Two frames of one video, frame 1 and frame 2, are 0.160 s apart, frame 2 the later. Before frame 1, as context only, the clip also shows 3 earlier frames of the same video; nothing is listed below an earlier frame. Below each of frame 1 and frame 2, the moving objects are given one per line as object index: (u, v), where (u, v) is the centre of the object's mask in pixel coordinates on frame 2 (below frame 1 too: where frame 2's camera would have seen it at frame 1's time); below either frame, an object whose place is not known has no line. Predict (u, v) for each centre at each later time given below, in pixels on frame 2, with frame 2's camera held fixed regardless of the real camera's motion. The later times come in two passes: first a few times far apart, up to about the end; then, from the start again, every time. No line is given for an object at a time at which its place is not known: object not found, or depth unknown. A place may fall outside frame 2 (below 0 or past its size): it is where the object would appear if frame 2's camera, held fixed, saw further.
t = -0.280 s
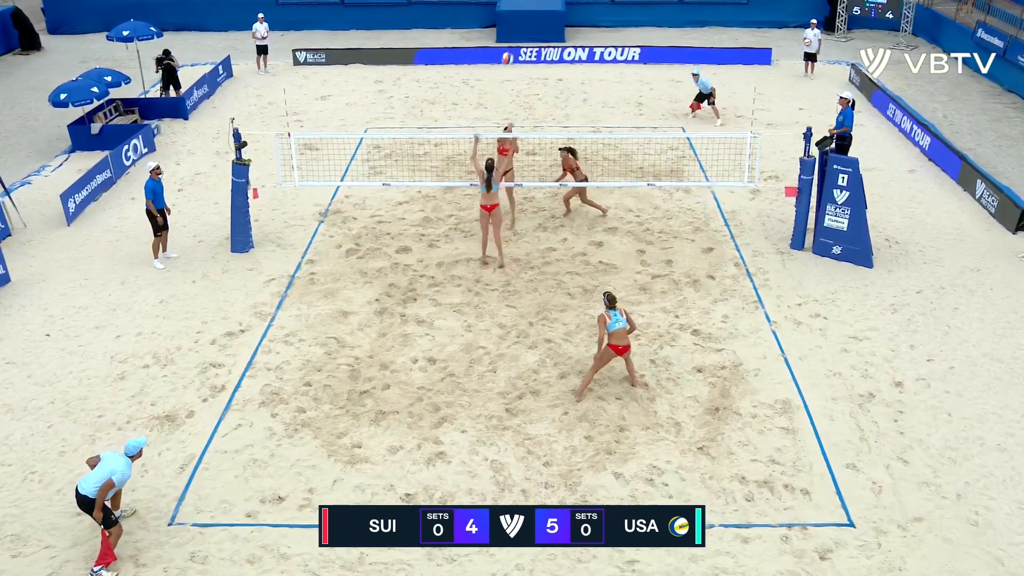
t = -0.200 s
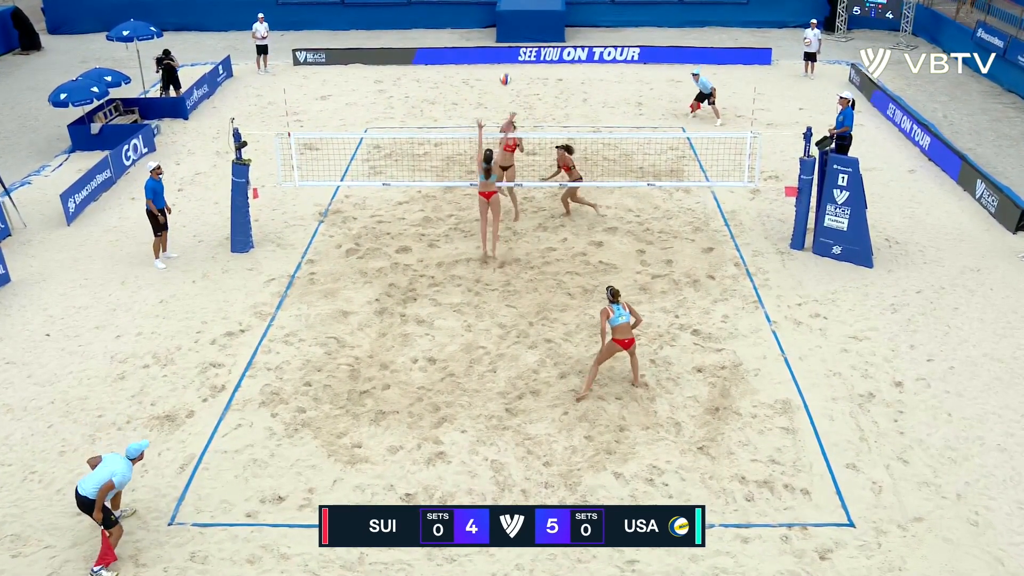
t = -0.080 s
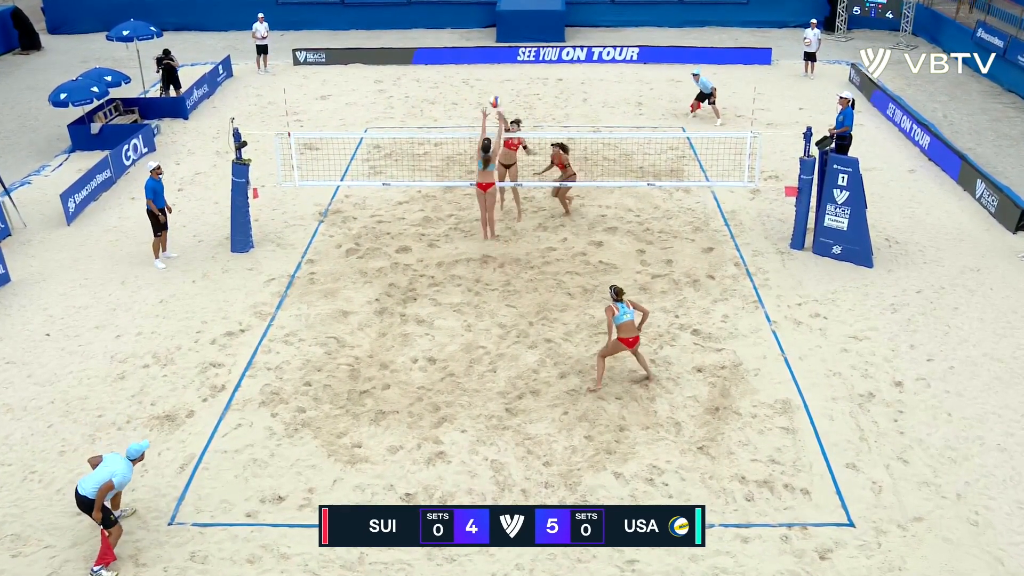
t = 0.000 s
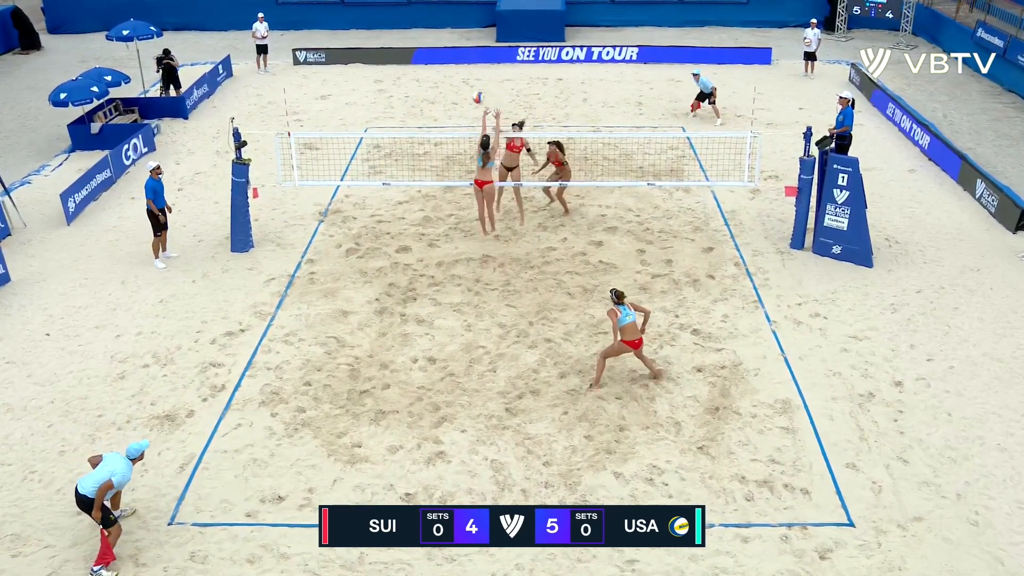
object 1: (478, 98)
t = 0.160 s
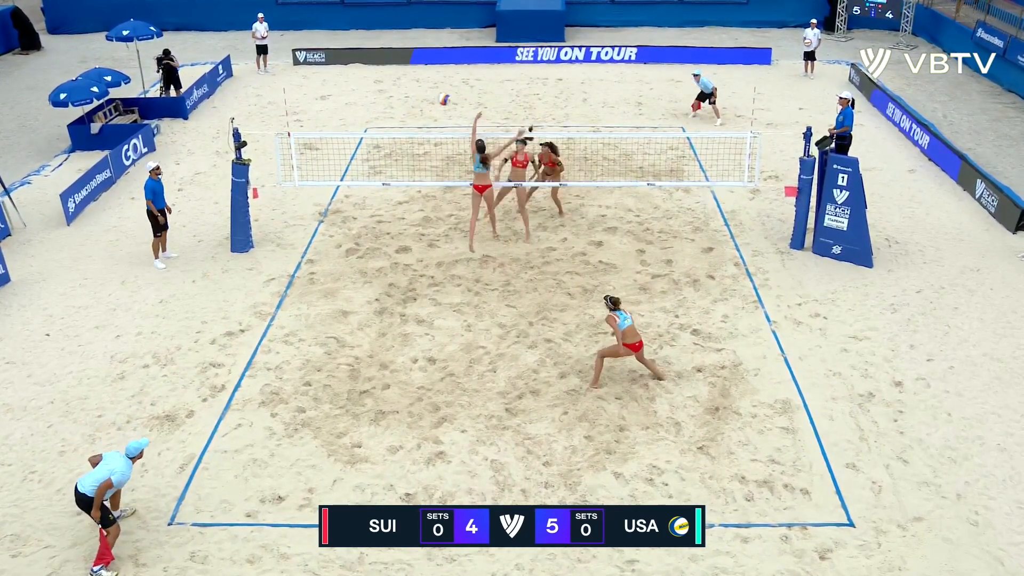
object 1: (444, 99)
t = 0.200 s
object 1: (436, 102)
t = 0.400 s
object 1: (395, 130)
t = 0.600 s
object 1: (358, 182)
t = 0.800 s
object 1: (325, 255)
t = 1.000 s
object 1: (300, 305)
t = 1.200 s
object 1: (284, 290)
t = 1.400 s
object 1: (271, 296)
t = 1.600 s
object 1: (260, 323)
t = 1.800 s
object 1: (244, 339)
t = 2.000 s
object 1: (227, 355)
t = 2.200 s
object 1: (209, 364)
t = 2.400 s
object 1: (195, 370)
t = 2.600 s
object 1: (184, 375)
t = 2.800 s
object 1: (177, 379)
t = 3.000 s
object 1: (171, 383)
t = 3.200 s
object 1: (170, 386)
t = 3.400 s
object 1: (172, 387)
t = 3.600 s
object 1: (170, 387)
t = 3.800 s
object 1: (171, 387)
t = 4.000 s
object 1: (171, 386)
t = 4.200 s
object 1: (173, 385)
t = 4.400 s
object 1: (173, 385)
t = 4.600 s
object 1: (172, 386)
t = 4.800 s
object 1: (173, 385)
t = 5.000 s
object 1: (173, 385)
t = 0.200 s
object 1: (436, 102)
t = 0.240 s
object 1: (427, 105)
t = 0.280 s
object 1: (419, 110)
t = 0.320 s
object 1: (411, 115)
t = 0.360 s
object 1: (403, 122)
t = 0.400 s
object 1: (395, 130)
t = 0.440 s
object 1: (388, 139)
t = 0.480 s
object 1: (380, 148)
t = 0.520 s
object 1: (372, 159)
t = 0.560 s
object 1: (365, 169)
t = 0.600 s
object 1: (358, 182)
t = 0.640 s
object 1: (351, 195)
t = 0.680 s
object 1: (344, 208)
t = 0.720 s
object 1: (337, 224)
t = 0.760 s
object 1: (331, 239)
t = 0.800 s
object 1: (325, 255)
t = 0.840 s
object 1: (319, 272)
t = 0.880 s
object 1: (314, 289)
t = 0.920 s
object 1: (308, 309)
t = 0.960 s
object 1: (303, 311)
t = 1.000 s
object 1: (300, 305)
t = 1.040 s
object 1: (296, 301)
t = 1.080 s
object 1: (293, 297)
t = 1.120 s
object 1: (290, 293)
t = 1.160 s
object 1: (287, 291)
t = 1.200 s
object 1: (284, 290)
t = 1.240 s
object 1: (282, 289)
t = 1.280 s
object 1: (279, 289)
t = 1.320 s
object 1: (275, 290)
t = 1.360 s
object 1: (273, 292)
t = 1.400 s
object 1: (271, 296)
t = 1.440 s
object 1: (268, 299)
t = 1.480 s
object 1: (266, 304)
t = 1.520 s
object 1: (263, 310)
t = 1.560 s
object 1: (262, 316)
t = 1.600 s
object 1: (260, 323)
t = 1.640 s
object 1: (257, 332)
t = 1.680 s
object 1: (255, 340)
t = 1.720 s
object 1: (252, 339)
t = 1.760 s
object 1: (248, 338)
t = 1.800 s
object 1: (244, 339)
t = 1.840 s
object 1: (240, 340)
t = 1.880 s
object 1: (237, 343)
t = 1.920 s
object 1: (234, 345)
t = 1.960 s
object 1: (230, 350)
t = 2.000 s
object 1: (227, 355)
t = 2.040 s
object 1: (223, 360)
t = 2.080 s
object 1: (220, 362)
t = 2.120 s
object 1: (217, 362)
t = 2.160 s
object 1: (213, 362)
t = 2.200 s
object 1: (209, 364)
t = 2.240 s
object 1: (207, 366)
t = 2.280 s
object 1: (204, 367)
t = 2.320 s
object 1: (201, 367)
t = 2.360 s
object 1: (198, 368)
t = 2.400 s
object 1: (195, 370)
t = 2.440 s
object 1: (193, 371)
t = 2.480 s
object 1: (191, 373)
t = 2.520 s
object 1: (188, 375)
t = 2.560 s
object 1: (186, 375)
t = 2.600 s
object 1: (184, 375)
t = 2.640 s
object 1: (183, 376)
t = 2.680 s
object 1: (181, 377)
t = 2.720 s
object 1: (180, 378)
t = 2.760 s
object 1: (179, 379)
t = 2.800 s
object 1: (177, 379)
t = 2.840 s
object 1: (176, 380)
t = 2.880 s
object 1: (174, 380)
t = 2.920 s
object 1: (173, 381)
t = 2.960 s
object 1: (172, 382)
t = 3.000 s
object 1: (171, 383)
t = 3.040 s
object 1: (170, 384)
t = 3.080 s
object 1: (170, 385)
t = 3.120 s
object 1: (170, 385)
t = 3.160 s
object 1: (170, 386)
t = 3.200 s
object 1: (170, 386)
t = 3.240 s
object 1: (171, 386)
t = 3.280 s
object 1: (171, 387)
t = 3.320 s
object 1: (172, 387)
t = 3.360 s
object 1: (172, 387)
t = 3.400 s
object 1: (172, 387)
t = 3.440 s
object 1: (172, 387)
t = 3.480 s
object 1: (171, 387)
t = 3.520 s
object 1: (171, 387)
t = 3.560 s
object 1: (171, 387)
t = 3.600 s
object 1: (170, 387)
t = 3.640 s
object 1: (170, 387)
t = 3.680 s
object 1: (170, 387)
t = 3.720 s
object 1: (170, 387)
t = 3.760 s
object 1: (171, 387)
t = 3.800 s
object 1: (171, 387)
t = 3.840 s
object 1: (171, 387)
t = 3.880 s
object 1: (171, 387)
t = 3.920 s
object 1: (171, 387)
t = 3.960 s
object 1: (171, 386)
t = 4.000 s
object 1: (171, 386)
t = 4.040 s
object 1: (171, 386)
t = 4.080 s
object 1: (172, 386)
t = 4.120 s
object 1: (172, 386)
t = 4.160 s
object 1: (173, 385)
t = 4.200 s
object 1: (173, 385)
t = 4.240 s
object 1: (173, 385)
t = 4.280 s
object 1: (173, 385)
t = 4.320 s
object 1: (173, 384)
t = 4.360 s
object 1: (173, 385)
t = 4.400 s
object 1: (173, 385)
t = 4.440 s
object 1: (173, 385)
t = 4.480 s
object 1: (172, 385)
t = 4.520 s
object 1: (172, 385)
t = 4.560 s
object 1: (172, 385)
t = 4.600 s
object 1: (172, 386)
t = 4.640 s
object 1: (173, 385)
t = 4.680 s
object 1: (173, 385)
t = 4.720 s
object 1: (173, 385)
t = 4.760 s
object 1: (173, 385)
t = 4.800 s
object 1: (173, 385)
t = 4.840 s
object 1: (173, 385)
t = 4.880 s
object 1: (173, 385)
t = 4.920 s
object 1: (173, 385)
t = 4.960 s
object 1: (173, 385)
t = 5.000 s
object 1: (173, 385)
